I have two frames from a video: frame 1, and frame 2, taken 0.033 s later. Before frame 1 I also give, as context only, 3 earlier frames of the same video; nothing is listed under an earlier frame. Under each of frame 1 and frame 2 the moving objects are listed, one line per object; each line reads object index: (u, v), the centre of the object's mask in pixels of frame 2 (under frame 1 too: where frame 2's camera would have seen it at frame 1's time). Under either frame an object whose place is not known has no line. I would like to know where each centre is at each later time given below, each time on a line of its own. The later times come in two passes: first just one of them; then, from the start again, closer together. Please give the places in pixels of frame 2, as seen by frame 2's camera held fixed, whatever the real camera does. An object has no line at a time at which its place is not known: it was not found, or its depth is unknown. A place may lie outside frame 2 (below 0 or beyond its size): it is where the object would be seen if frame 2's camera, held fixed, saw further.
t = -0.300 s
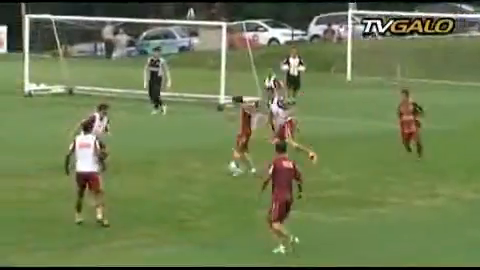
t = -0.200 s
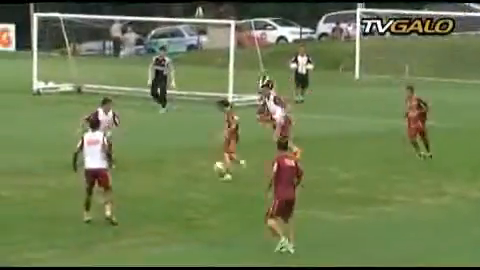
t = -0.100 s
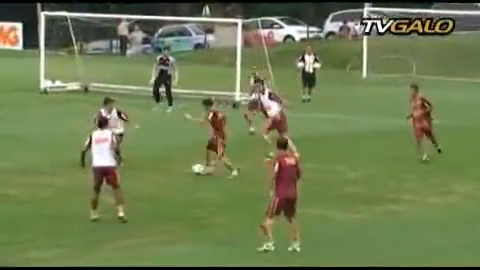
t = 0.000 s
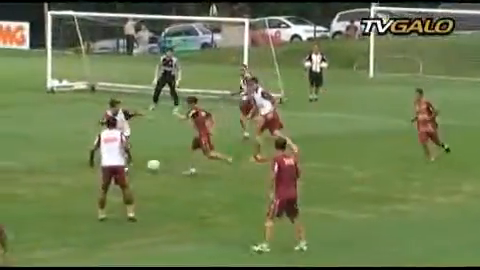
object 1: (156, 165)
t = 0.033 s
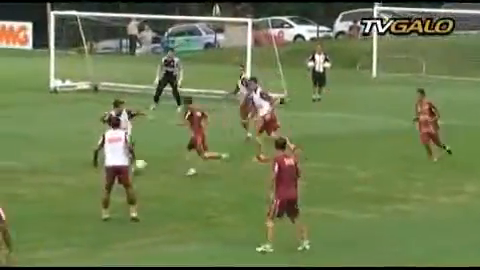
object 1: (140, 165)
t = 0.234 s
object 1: (45, 161)
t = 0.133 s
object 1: (87, 166)
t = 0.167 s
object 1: (74, 165)
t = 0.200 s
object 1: (59, 163)
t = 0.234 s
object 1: (45, 161)
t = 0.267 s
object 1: (31, 160)
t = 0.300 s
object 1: (16, 160)
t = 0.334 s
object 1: (3, 161)
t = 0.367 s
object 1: (-12, 161)
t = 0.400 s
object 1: (-27, 163)
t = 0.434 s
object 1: (-42, 166)
